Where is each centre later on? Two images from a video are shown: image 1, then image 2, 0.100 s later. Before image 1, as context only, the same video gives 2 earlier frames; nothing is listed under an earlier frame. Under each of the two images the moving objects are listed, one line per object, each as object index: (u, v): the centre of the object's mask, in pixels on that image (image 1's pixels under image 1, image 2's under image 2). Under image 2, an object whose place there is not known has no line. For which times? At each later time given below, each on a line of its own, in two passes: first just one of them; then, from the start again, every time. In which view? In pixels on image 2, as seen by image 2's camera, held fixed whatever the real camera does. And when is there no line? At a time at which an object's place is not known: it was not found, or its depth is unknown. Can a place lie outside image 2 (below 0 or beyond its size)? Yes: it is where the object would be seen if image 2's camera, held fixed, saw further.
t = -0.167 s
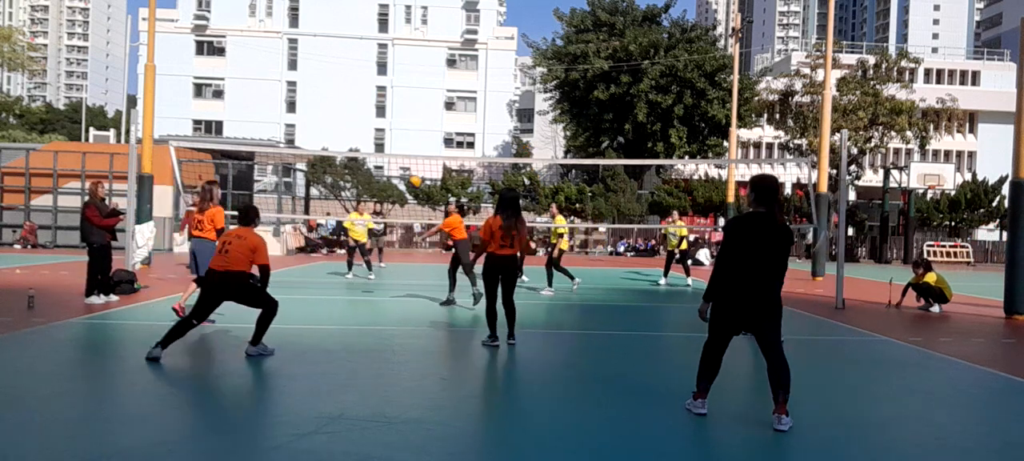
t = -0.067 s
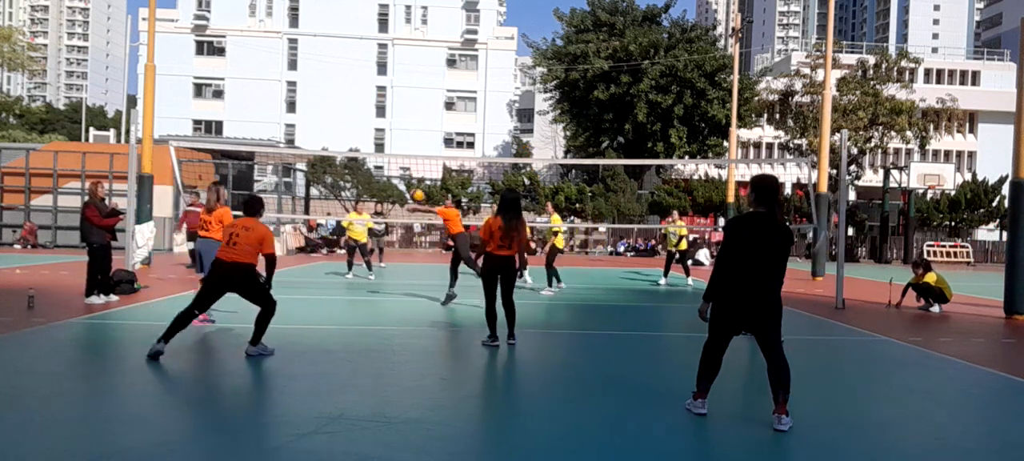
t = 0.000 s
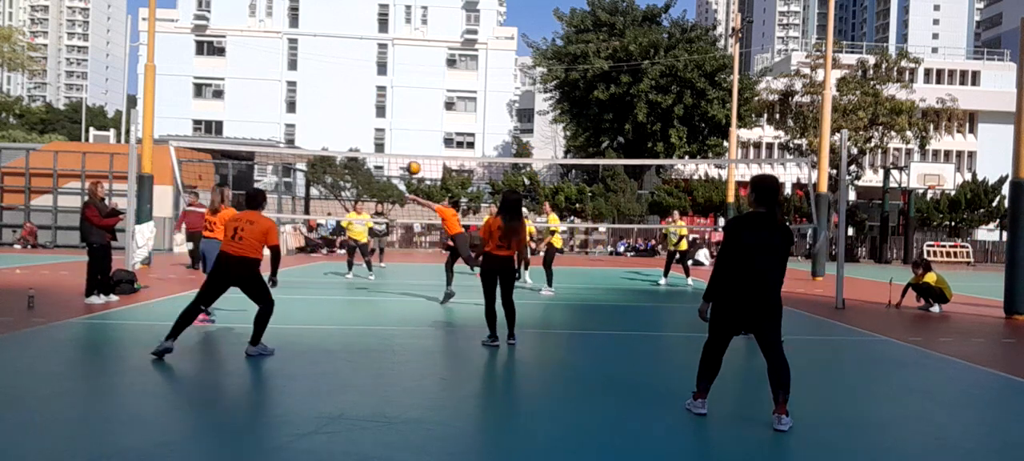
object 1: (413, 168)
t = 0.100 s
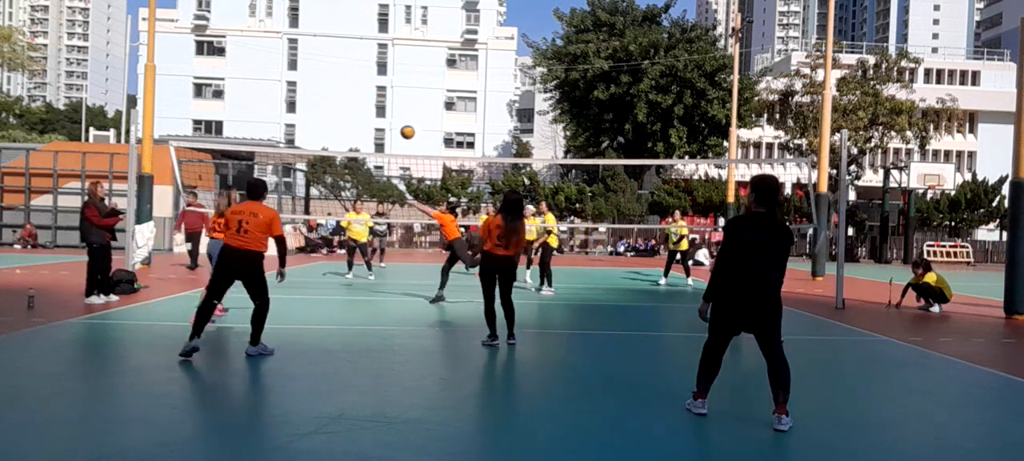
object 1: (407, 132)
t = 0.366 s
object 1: (391, 70)
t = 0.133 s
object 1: (405, 121)
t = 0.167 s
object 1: (403, 112)
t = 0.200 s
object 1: (401, 103)
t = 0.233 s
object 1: (399, 95)
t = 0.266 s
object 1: (397, 88)
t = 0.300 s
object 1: (395, 81)
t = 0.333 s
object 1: (393, 75)
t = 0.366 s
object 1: (391, 70)
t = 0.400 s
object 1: (390, 66)
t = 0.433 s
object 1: (387, 63)
